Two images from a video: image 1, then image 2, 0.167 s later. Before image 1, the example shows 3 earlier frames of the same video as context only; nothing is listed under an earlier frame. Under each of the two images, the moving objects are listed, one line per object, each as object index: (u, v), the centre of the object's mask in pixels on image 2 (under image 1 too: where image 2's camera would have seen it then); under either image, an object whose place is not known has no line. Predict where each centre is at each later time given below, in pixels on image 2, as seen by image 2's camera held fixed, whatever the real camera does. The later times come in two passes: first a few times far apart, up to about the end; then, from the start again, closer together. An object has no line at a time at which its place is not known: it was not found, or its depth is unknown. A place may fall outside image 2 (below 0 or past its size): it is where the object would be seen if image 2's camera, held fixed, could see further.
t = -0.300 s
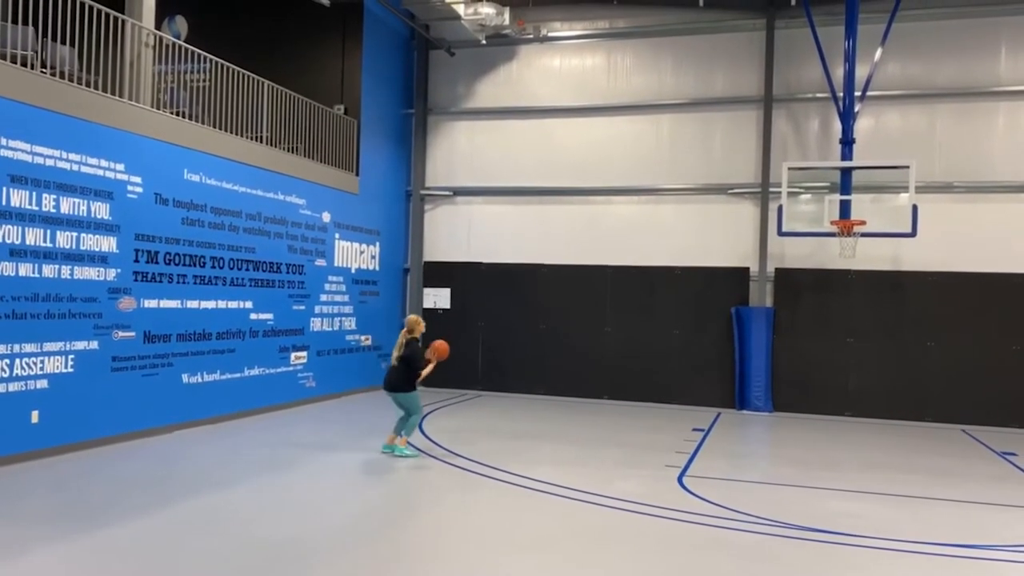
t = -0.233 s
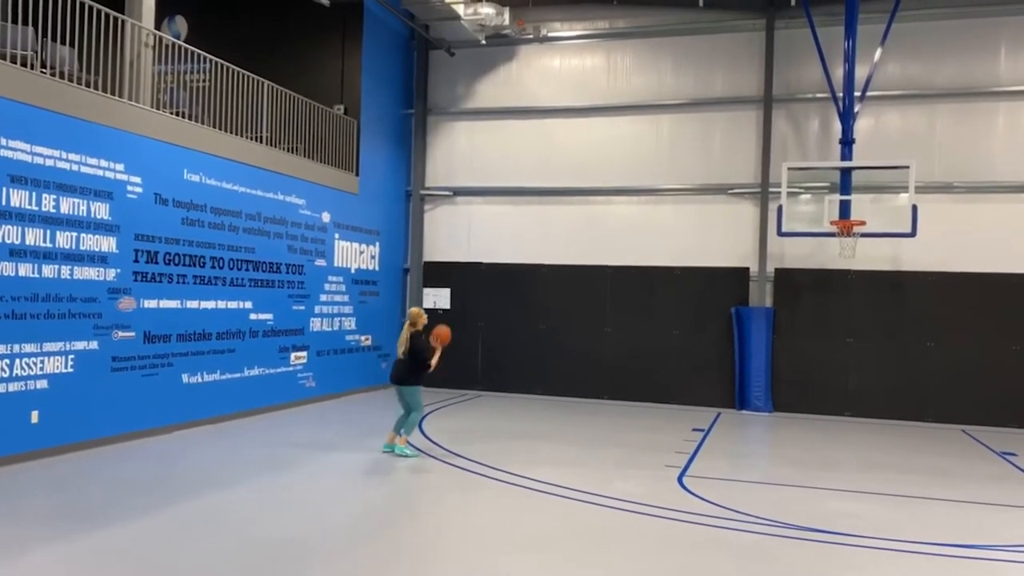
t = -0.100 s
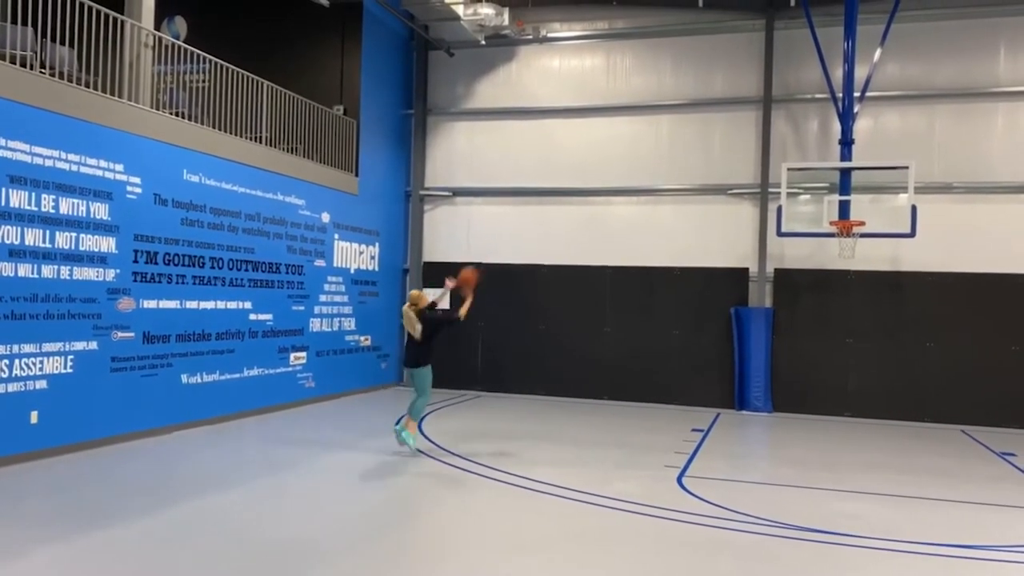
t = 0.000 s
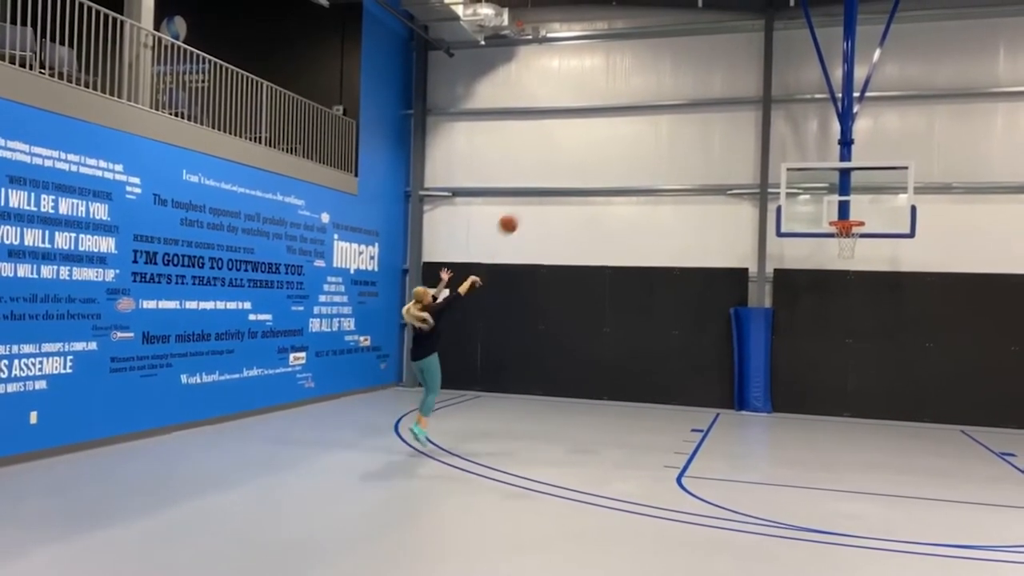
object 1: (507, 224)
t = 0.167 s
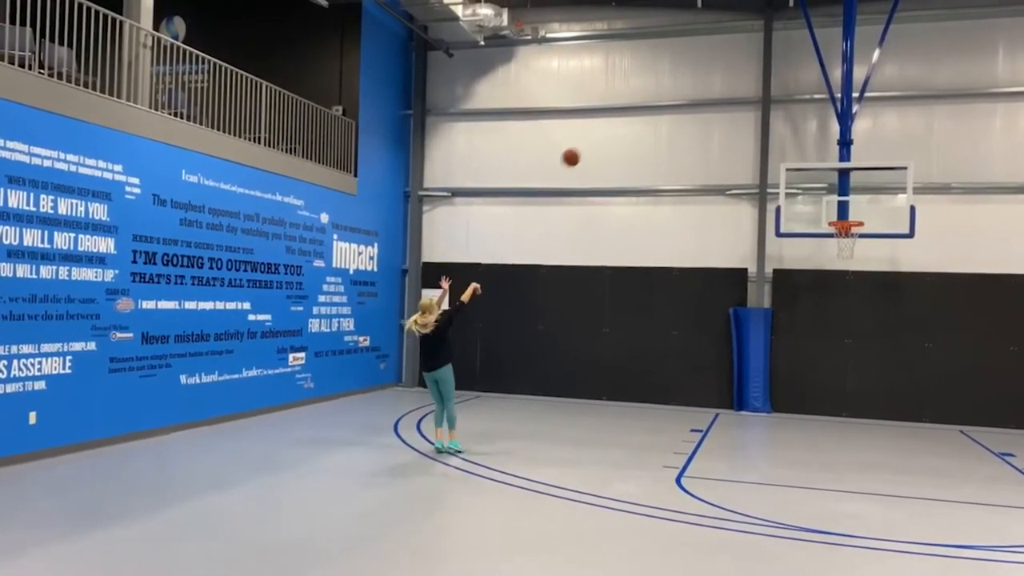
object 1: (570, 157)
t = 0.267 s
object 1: (606, 130)
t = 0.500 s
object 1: (682, 98)
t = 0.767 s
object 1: (757, 113)
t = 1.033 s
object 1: (824, 176)
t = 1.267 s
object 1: (840, 232)
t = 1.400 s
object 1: (849, 260)
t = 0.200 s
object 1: (583, 147)
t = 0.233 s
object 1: (594, 138)
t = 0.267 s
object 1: (606, 130)
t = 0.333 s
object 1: (629, 116)
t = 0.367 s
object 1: (640, 111)
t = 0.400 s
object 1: (651, 106)
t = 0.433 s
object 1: (661, 102)
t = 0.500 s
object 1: (682, 98)
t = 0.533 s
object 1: (692, 97)
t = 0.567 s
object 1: (702, 97)
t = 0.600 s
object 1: (711, 98)
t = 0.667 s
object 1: (731, 102)
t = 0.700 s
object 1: (740, 105)
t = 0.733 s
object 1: (749, 109)
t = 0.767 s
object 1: (757, 113)
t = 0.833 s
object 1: (776, 125)
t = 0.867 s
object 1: (784, 131)
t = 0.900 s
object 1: (792, 139)
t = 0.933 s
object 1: (800, 147)
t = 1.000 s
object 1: (816, 165)
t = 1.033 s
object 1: (824, 176)
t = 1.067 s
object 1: (832, 186)
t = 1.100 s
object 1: (839, 197)
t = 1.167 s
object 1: (855, 220)
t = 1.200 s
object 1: (844, 225)
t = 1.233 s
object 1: (840, 229)
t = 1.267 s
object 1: (840, 232)
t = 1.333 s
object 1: (844, 247)
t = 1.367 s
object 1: (846, 253)
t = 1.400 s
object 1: (849, 260)
